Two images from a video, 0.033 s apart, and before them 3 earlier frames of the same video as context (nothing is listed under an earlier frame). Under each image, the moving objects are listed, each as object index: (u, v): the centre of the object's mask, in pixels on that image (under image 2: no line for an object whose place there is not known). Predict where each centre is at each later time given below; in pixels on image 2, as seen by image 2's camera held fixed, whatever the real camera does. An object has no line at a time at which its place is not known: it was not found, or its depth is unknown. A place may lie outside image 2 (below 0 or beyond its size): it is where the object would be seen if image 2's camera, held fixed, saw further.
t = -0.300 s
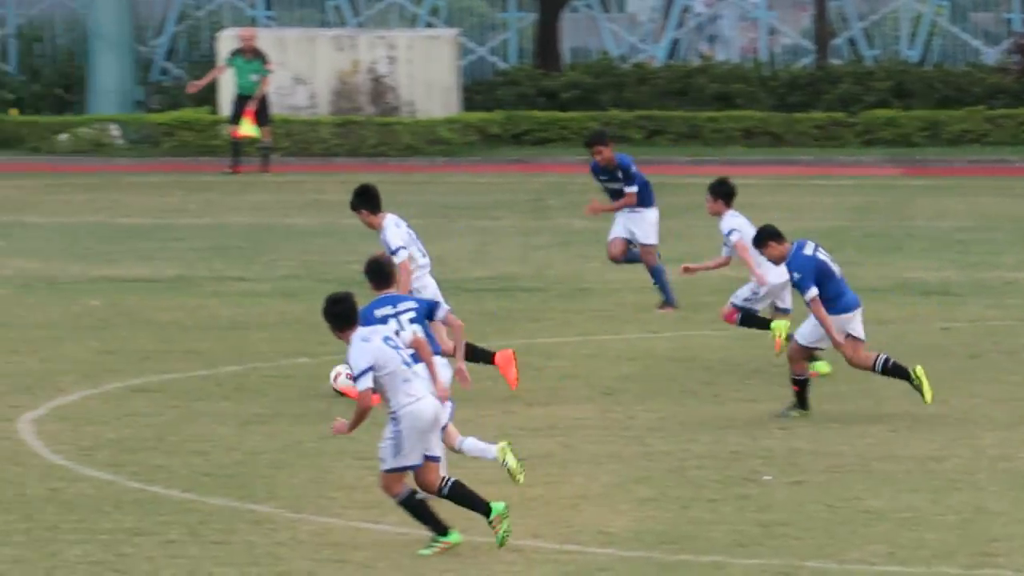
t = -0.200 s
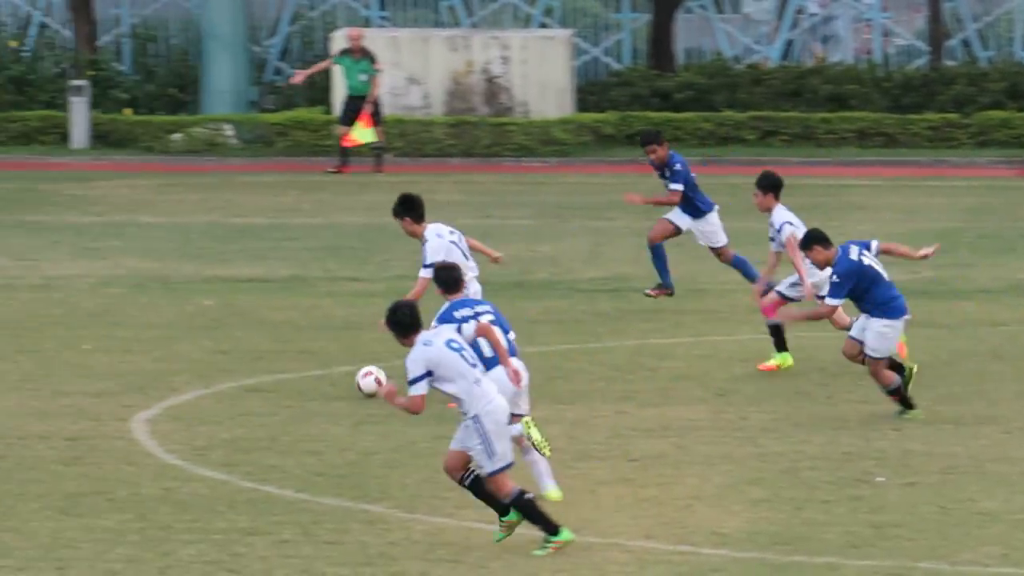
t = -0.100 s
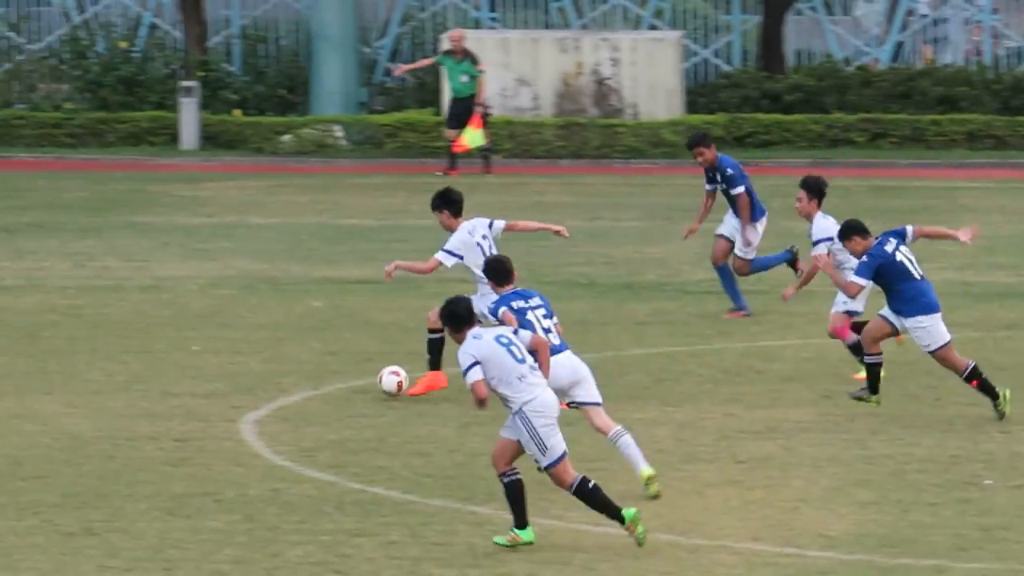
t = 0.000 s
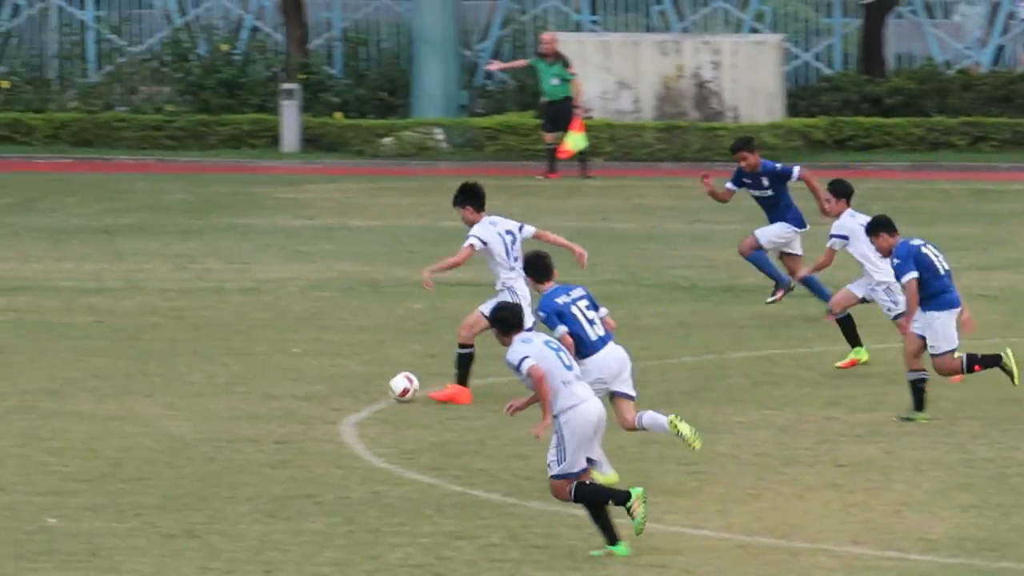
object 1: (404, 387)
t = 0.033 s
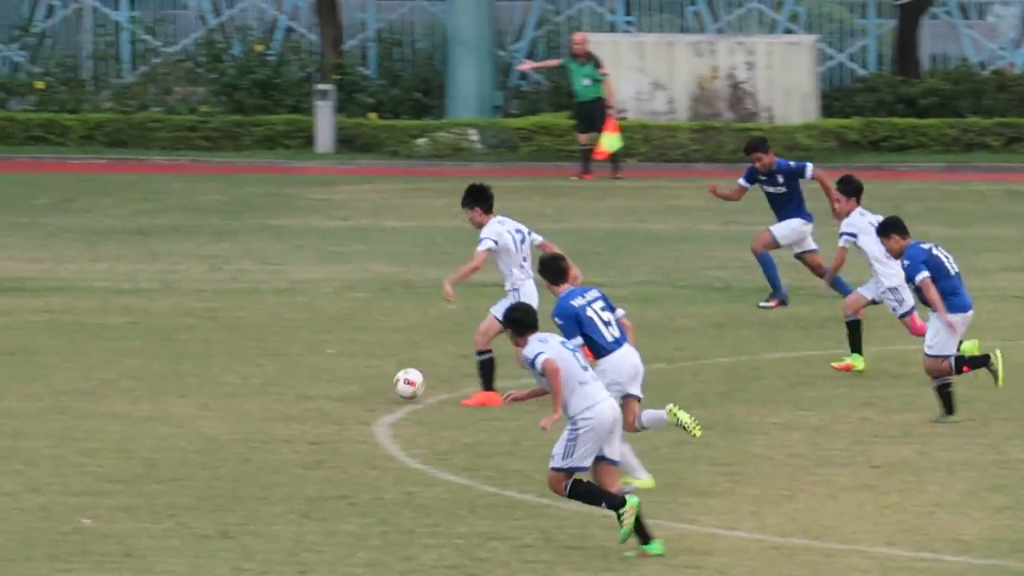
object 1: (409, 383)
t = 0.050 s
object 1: (401, 381)
